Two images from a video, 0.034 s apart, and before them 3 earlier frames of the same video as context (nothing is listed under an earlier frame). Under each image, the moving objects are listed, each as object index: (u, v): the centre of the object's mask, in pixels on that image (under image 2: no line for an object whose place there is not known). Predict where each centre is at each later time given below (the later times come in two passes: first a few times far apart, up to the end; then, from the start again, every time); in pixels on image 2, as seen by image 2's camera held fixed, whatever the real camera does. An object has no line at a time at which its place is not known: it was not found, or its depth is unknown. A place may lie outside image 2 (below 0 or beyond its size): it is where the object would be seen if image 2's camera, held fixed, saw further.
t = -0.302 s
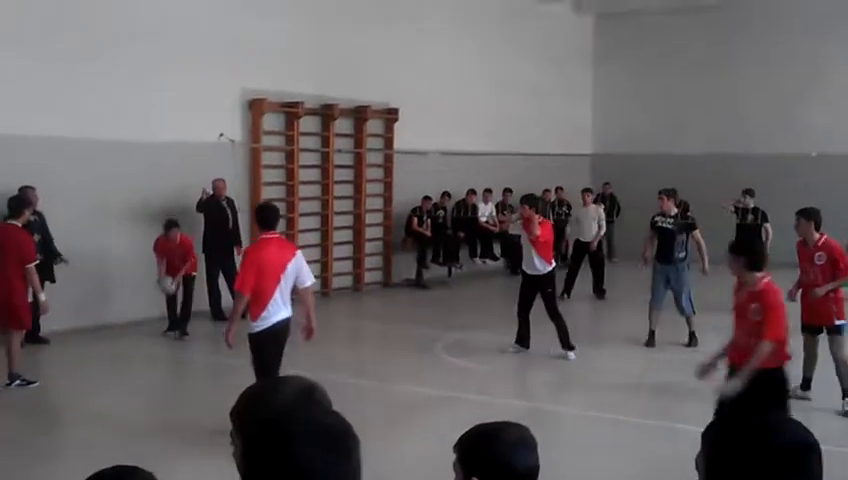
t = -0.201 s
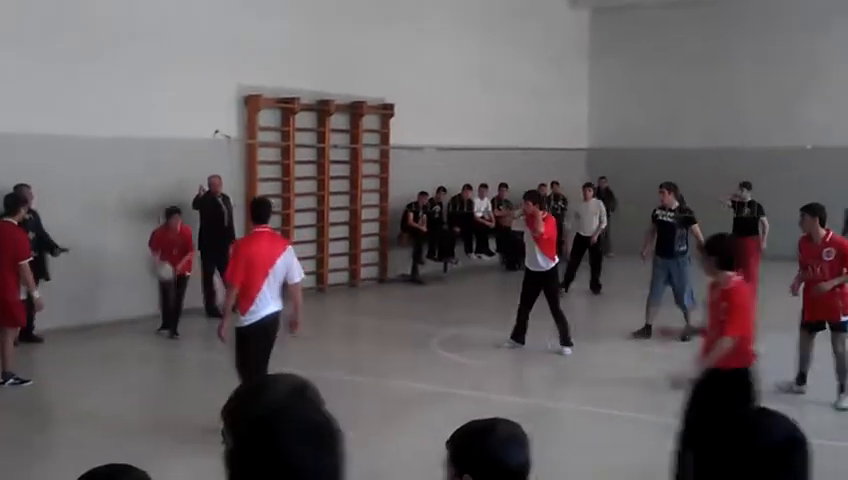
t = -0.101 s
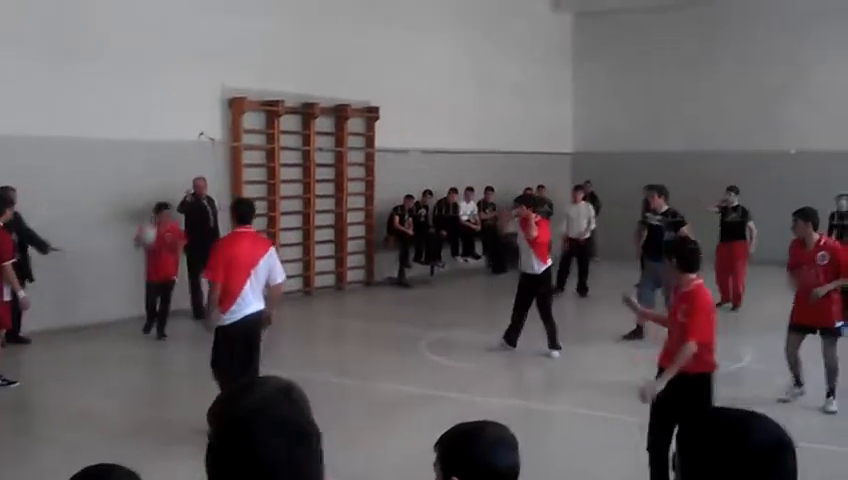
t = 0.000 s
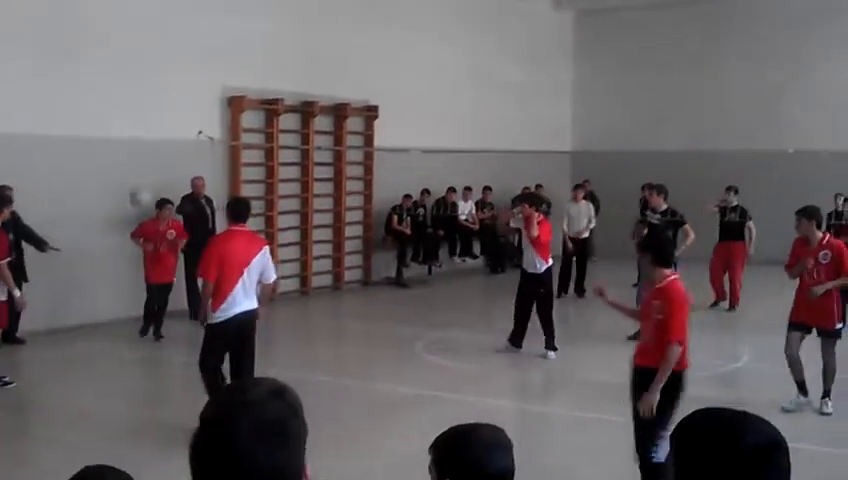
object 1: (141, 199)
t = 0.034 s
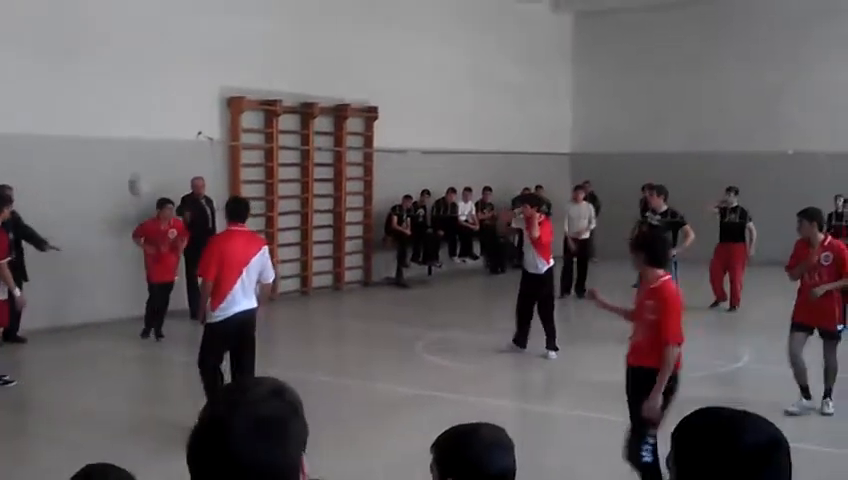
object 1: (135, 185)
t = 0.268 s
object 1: (128, 132)
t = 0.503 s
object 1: (113, 127)
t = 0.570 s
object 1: (108, 140)
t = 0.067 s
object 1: (136, 176)
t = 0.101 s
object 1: (133, 167)
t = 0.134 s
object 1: (133, 159)
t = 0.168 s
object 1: (131, 151)
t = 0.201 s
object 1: (128, 143)
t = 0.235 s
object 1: (128, 137)
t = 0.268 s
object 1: (128, 132)
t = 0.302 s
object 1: (124, 130)
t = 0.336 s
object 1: (122, 125)
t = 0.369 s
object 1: (122, 123)
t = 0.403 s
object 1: (121, 122)
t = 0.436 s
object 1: (118, 122)
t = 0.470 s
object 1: (115, 124)
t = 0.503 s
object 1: (113, 127)
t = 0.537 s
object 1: (111, 131)
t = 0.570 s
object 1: (108, 140)
